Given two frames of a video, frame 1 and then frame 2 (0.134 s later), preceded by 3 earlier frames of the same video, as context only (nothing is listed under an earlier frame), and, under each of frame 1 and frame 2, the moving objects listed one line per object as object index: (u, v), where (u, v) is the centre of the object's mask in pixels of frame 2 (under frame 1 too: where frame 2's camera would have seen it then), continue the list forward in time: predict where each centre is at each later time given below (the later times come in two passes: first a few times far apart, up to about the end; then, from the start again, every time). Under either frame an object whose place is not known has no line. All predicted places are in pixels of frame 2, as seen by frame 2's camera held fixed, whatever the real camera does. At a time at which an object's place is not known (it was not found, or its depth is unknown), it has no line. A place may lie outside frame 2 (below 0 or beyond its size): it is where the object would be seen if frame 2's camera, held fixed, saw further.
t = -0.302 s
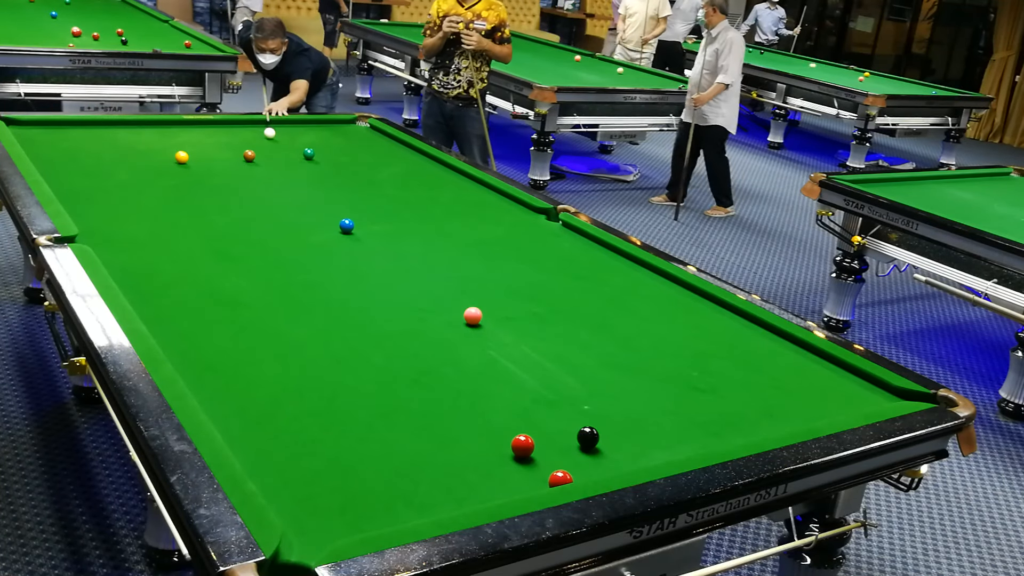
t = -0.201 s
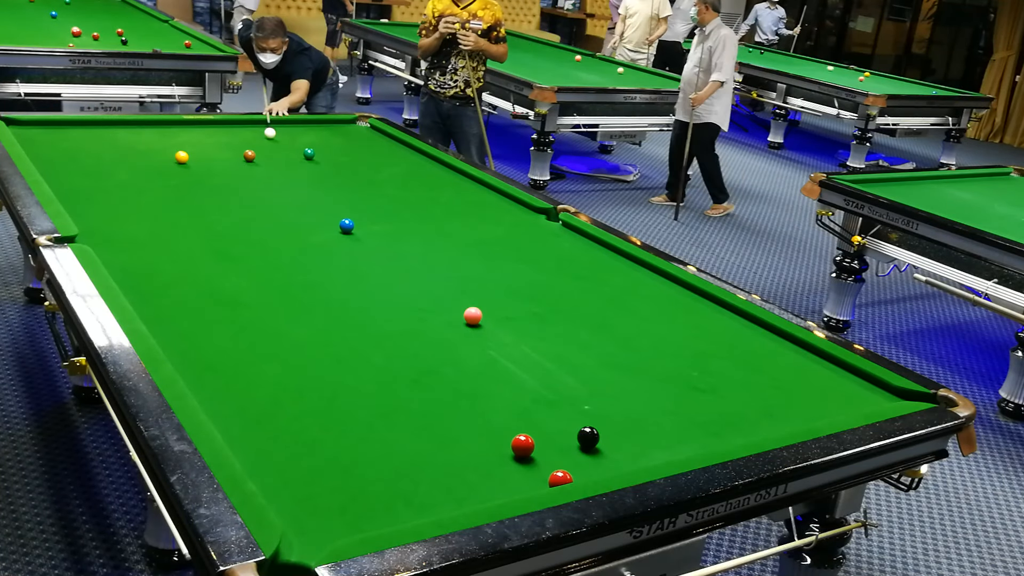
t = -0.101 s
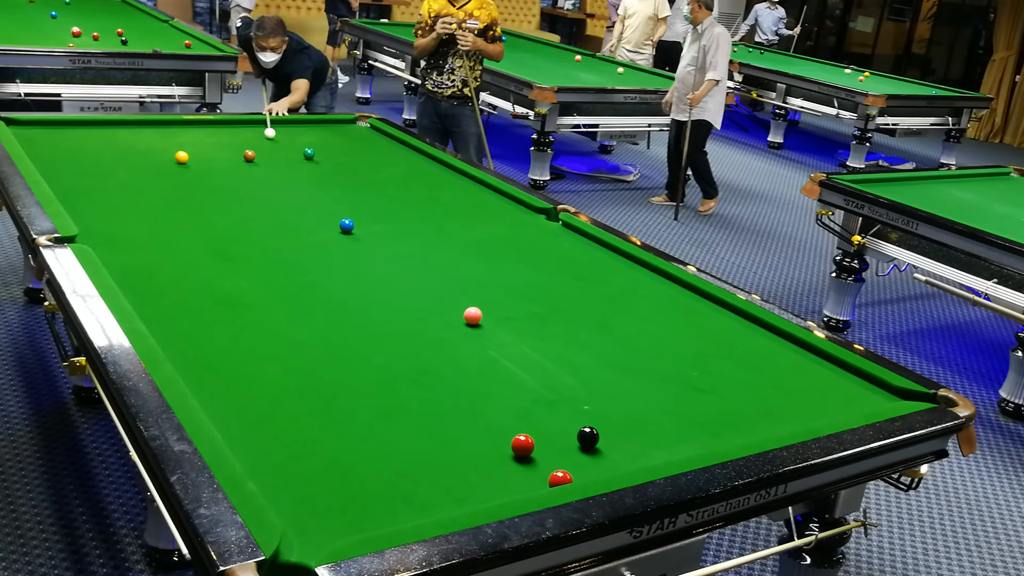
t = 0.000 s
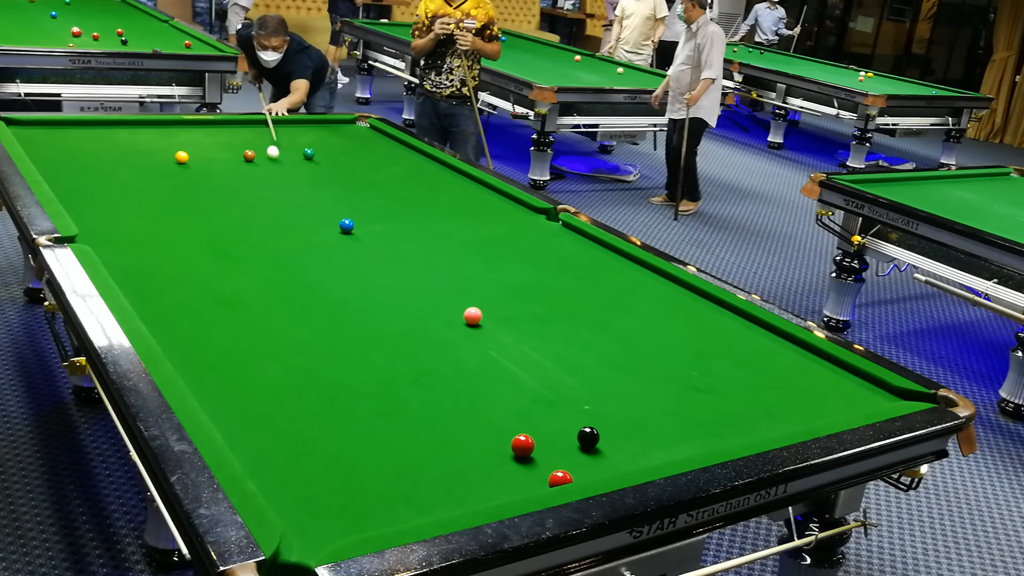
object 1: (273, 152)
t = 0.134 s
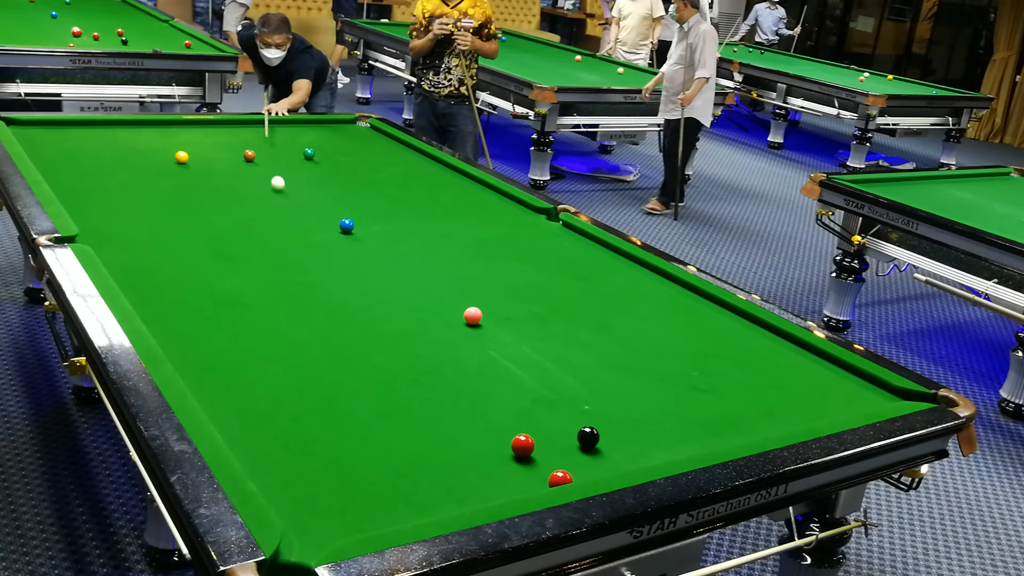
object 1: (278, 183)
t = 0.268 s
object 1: (283, 219)
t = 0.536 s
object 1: (299, 326)
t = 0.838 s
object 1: (298, 528)
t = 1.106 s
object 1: (478, 415)
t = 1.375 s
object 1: (580, 354)
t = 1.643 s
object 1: (653, 311)
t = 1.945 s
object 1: (653, 291)
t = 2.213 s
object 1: (586, 293)
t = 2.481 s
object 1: (520, 294)
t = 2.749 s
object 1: (453, 295)
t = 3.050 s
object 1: (376, 297)
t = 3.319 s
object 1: (306, 298)
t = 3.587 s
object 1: (236, 300)
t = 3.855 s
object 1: (167, 302)
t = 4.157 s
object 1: (168, 298)
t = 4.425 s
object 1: (207, 291)
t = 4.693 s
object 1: (240, 285)
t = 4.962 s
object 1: (269, 279)
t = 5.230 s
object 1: (295, 275)
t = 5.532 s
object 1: (320, 271)
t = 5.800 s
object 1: (339, 268)
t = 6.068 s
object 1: (356, 264)
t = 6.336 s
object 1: (370, 262)
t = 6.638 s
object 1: (384, 260)
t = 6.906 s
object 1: (394, 258)
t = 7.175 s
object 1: (402, 257)
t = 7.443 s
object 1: (407, 256)
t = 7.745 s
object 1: (412, 255)
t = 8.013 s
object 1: (414, 254)
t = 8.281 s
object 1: (415, 254)
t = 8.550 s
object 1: (414, 254)
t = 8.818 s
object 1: (415, 254)
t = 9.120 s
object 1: (415, 254)
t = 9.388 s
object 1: (415, 254)
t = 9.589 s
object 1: (415, 254)
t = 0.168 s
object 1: (279, 192)
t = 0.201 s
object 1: (280, 200)
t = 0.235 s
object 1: (282, 210)
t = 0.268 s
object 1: (283, 219)
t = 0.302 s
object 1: (285, 230)
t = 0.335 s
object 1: (286, 240)
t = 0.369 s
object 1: (288, 253)
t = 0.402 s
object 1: (290, 265)
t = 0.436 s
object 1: (292, 279)
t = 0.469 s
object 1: (294, 294)
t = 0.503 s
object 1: (297, 309)
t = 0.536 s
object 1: (299, 326)
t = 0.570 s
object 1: (302, 344)
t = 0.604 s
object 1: (305, 364)
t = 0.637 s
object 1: (309, 386)
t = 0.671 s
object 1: (312, 410)
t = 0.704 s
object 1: (316, 437)
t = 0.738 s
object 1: (321, 466)
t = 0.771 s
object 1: (326, 498)
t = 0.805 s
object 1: (330, 532)
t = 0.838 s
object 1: (298, 528)
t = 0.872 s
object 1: (323, 503)
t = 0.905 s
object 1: (351, 487)
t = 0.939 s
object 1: (377, 475)
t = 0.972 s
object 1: (401, 460)
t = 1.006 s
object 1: (423, 447)
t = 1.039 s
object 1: (443, 435)
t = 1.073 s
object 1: (461, 425)
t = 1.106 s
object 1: (478, 415)
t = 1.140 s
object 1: (493, 405)
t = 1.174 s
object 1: (507, 397)
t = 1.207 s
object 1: (521, 389)
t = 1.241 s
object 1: (533, 382)
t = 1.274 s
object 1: (546, 374)
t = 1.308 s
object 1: (558, 367)
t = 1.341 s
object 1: (569, 361)
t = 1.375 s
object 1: (580, 354)
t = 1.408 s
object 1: (590, 348)
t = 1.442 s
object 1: (600, 342)
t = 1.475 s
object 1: (609, 337)
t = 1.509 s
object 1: (619, 331)
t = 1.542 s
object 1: (628, 326)
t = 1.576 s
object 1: (636, 321)
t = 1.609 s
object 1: (645, 316)
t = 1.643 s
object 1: (653, 311)
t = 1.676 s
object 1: (661, 306)
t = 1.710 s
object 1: (668, 301)
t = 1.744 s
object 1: (676, 297)
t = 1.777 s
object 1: (683, 293)
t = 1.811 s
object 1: (690, 289)
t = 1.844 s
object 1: (683, 288)
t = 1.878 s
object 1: (673, 289)
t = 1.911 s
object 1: (663, 290)
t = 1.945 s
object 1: (653, 291)
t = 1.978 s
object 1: (644, 291)
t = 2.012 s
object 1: (635, 291)
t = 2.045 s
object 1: (627, 291)
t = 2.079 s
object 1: (619, 292)
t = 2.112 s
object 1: (611, 292)
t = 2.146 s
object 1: (602, 292)
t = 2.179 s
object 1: (594, 292)
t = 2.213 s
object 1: (586, 293)
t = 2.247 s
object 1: (578, 293)
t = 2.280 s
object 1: (569, 293)
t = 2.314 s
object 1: (561, 293)
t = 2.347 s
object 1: (553, 293)
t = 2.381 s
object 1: (544, 293)
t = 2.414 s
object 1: (536, 293)
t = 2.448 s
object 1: (528, 294)
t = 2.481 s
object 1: (520, 294)
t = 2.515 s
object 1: (511, 294)
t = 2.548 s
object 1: (503, 294)
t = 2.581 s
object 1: (495, 294)
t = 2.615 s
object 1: (487, 295)
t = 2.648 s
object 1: (478, 295)
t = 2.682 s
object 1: (470, 295)
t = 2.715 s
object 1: (461, 295)
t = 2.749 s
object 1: (453, 295)
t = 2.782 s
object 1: (444, 296)
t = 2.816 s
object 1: (436, 296)
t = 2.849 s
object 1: (427, 296)
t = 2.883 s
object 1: (419, 296)
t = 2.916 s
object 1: (410, 296)
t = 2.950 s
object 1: (401, 296)
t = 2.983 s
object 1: (393, 297)
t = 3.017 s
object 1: (384, 297)
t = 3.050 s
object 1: (376, 297)
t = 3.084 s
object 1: (367, 297)
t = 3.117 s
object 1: (358, 297)
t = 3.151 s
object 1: (350, 298)
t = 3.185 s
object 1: (341, 298)
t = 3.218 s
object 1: (332, 298)
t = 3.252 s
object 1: (323, 298)
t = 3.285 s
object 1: (315, 298)
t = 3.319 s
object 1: (306, 298)
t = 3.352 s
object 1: (297, 299)
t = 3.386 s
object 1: (288, 299)
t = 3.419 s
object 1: (280, 299)
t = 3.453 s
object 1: (271, 299)
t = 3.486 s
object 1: (262, 299)
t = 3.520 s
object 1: (254, 300)
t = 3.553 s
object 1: (245, 300)
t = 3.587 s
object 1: (236, 300)
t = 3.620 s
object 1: (227, 300)
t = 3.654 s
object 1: (219, 301)
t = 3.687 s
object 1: (210, 301)
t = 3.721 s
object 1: (202, 301)
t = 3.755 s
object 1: (193, 302)
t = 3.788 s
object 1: (184, 302)
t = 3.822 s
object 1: (175, 302)
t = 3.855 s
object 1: (167, 302)
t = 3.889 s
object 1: (158, 303)
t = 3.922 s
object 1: (149, 303)
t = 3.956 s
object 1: (141, 303)
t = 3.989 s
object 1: (141, 303)
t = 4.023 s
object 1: (147, 302)
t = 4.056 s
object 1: (152, 301)
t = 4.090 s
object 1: (158, 300)
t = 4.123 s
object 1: (163, 299)
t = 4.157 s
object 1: (168, 298)
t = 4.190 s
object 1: (173, 297)
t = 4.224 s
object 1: (178, 296)
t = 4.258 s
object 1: (183, 295)
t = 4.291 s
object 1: (188, 294)
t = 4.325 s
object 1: (193, 293)
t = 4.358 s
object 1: (198, 293)
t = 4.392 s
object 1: (202, 292)
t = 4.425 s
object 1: (207, 291)
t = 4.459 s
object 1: (211, 290)
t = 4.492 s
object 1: (215, 289)
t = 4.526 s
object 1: (220, 288)
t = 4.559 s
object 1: (224, 287)
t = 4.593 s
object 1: (228, 287)
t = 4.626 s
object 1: (232, 286)
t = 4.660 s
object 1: (236, 285)
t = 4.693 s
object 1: (240, 285)
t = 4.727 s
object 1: (244, 284)
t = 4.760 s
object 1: (248, 284)
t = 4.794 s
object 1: (251, 283)
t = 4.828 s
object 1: (255, 282)
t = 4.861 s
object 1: (259, 281)
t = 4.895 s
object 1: (262, 281)
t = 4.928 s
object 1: (266, 280)
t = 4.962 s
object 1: (269, 279)
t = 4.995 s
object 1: (273, 279)
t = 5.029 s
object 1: (276, 278)
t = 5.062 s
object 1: (279, 278)
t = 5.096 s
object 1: (282, 277)
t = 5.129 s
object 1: (286, 277)
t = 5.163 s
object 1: (289, 276)
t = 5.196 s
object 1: (292, 276)
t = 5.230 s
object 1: (295, 275)
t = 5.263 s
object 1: (298, 275)
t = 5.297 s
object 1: (300, 274)
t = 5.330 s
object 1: (303, 273)
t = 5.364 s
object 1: (306, 273)
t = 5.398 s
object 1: (309, 273)
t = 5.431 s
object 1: (312, 272)
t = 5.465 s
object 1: (314, 272)
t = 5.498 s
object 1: (317, 271)
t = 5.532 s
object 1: (320, 271)
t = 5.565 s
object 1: (322, 270)
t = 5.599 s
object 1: (325, 270)
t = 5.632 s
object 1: (327, 269)
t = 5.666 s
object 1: (330, 269)
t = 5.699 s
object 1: (332, 269)
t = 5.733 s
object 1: (334, 268)
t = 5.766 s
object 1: (337, 268)
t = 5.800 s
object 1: (339, 268)
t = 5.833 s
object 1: (341, 267)
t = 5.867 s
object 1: (343, 267)
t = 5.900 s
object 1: (346, 266)
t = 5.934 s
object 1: (348, 266)
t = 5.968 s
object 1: (350, 265)
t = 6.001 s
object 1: (352, 265)
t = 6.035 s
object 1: (354, 265)
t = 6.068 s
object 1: (356, 264)
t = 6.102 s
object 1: (358, 264)
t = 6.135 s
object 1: (360, 264)
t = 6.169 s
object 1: (362, 263)
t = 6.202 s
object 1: (363, 263)
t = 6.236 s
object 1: (365, 263)
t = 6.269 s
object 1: (367, 263)
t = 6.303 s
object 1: (368, 262)
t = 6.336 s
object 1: (370, 262)
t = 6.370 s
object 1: (372, 262)
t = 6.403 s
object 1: (373, 262)
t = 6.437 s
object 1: (375, 262)
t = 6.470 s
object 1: (376, 261)
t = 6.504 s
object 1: (378, 261)
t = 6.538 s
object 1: (379, 261)
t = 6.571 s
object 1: (381, 261)
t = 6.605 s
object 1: (382, 260)
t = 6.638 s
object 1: (384, 260)
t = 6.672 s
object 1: (385, 260)
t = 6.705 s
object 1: (386, 260)
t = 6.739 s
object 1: (388, 259)
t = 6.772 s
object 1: (389, 259)
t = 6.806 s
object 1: (390, 259)
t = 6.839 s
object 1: (391, 259)
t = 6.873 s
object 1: (393, 259)
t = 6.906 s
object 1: (394, 258)
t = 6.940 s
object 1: (395, 258)
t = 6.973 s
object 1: (396, 258)
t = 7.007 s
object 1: (397, 258)
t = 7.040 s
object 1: (398, 258)
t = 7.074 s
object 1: (399, 257)
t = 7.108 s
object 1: (400, 257)
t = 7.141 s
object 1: (401, 257)
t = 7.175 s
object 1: (402, 257)
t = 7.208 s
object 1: (403, 257)
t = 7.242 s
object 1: (403, 256)
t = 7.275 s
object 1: (404, 256)
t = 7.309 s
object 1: (405, 256)
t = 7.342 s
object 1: (405, 256)
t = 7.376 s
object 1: (406, 256)
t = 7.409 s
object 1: (407, 256)
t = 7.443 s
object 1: (407, 256)
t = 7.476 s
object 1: (408, 256)
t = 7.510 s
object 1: (409, 256)
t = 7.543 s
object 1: (409, 256)
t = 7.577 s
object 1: (410, 256)
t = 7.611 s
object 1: (410, 255)
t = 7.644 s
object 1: (411, 255)
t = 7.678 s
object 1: (411, 255)
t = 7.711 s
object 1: (412, 255)
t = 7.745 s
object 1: (412, 255)
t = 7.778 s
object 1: (412, 255)
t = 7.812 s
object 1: (412, 255)
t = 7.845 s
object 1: (413, 255)
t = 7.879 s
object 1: (413, 255)
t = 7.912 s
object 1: (413, 254)
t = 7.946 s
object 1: (413, 254)
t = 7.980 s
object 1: (414, 254)
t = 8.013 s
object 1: (414, 254)
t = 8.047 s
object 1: (414, 254)
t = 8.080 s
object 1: (414, 254)
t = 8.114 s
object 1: (414, 254)
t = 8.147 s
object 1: (415, 254)
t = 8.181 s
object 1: (415, 254)
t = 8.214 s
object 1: (415, 254)
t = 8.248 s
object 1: (415, 254)
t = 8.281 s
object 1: (415, 254)
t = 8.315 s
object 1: (415, 254)
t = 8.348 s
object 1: (415, 254)
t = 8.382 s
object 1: (415, 254)
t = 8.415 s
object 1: (415, 254)
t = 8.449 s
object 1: (414, 254)
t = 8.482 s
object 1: (414, 254)
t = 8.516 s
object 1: (414, 254)
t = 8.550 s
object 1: (414, 254)
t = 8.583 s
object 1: (414, 254)
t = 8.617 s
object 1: (414, 254)
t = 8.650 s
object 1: (414, 254)
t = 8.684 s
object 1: (415, 254)
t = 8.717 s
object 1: (415, 254)
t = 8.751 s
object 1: (415, 254)
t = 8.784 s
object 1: (415, 254)
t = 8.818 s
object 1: (415, 254)
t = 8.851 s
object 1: (414, 254)
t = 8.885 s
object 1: (414, 254)
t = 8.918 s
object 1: (414, 254)
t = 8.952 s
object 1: (414, 254)
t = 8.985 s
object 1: (414, 254)
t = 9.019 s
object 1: (414, 254)
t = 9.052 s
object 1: (415, 254)
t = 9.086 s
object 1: (415, 254)
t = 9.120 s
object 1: (415, 254)
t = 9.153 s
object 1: (415, 254)
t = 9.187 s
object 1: (415, 254)
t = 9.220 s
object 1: (415, 254)
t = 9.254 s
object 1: (415, 254)
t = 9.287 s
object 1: (415, 254)
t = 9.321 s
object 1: (415, 254)
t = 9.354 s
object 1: (415, 254)
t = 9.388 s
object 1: (415, 254)
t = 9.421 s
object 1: (415, 254)
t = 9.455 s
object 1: (415, 254)
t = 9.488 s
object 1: (415, 254)
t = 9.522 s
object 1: (415, 254)
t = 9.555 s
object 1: (415, 254)
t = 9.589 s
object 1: (415, 254)
